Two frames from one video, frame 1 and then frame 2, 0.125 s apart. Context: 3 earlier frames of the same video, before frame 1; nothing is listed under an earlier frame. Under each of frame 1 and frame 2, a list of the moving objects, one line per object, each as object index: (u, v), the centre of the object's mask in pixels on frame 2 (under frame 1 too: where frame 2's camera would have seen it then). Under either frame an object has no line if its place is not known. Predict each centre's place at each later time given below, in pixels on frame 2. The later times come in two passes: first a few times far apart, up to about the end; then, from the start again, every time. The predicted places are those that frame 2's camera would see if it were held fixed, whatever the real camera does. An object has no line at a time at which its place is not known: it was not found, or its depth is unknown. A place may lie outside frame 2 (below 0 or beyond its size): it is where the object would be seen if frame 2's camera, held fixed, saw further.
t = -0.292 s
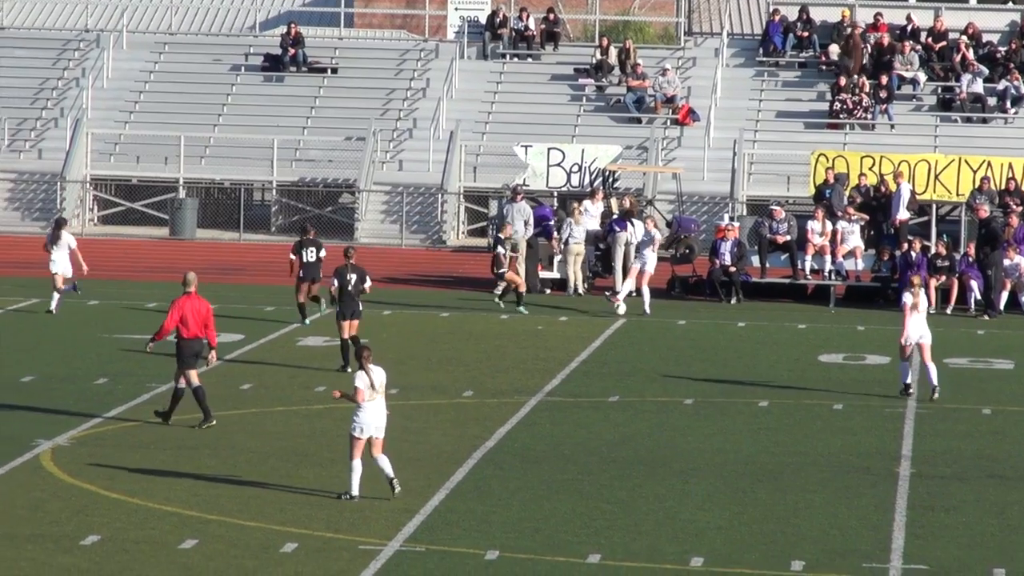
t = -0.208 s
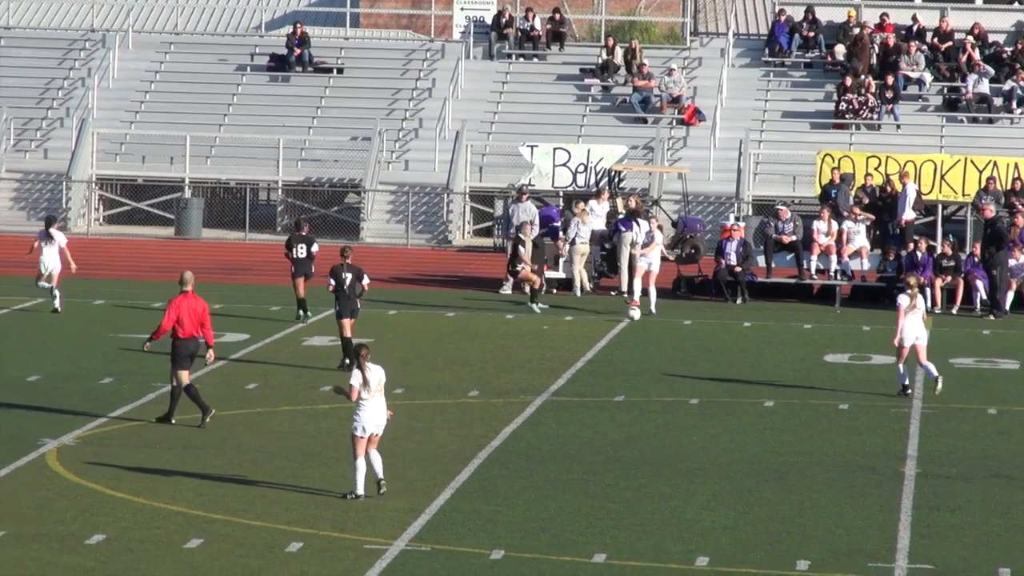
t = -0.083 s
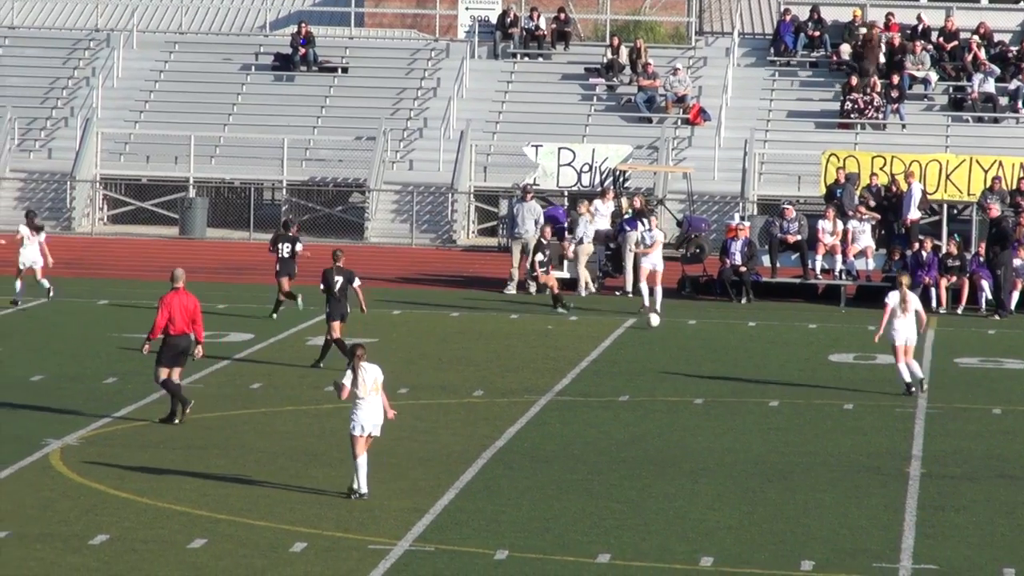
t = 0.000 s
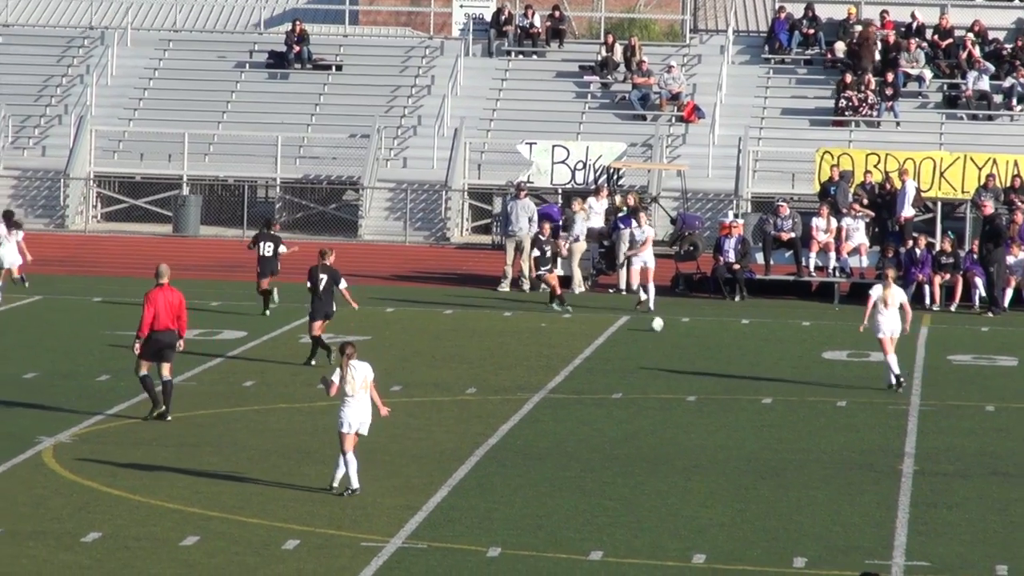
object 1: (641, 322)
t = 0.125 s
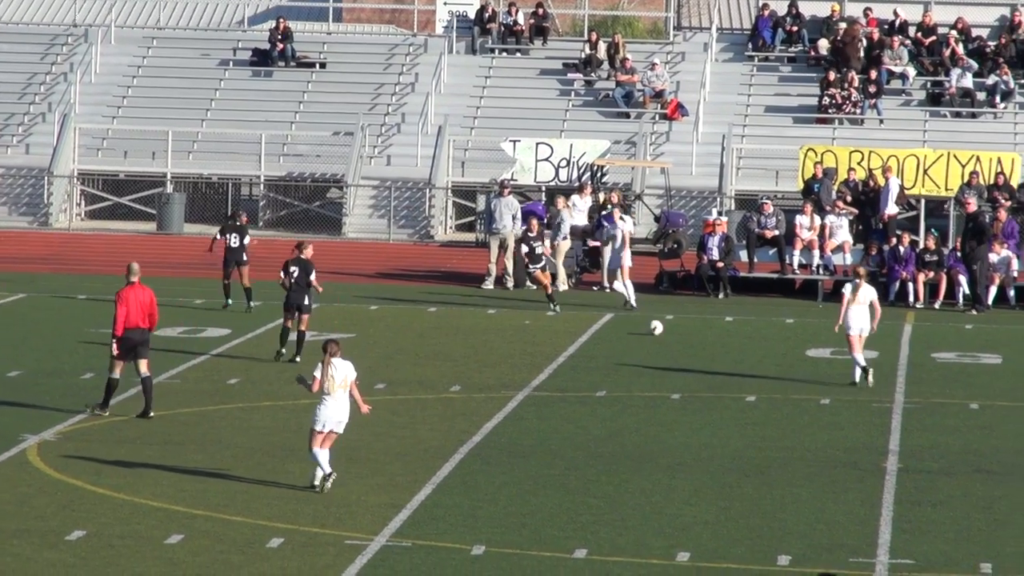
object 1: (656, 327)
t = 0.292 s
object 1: (676, 334)
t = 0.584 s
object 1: (712, 346)
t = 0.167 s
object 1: (661, 330)
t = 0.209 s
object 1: (666, 332)
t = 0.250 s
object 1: (671, 334)
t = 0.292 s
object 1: (676, 334)
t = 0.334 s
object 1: (681, 336)
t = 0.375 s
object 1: (686, 339)
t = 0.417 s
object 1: (692, 342)
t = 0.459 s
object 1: (696, 343)
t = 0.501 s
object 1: (702, 346)
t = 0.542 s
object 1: (707, 346)
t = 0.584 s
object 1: (712, 346)
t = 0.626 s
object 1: (716, 348)
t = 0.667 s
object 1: (722, 352)
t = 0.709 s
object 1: (726, 353)
